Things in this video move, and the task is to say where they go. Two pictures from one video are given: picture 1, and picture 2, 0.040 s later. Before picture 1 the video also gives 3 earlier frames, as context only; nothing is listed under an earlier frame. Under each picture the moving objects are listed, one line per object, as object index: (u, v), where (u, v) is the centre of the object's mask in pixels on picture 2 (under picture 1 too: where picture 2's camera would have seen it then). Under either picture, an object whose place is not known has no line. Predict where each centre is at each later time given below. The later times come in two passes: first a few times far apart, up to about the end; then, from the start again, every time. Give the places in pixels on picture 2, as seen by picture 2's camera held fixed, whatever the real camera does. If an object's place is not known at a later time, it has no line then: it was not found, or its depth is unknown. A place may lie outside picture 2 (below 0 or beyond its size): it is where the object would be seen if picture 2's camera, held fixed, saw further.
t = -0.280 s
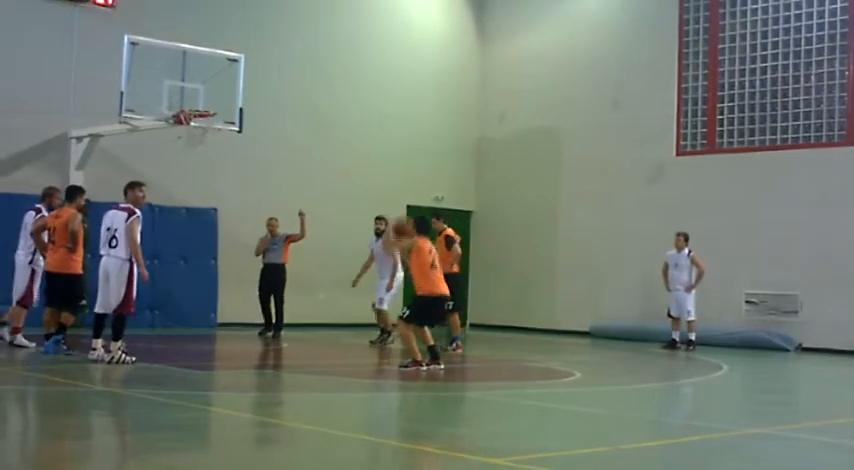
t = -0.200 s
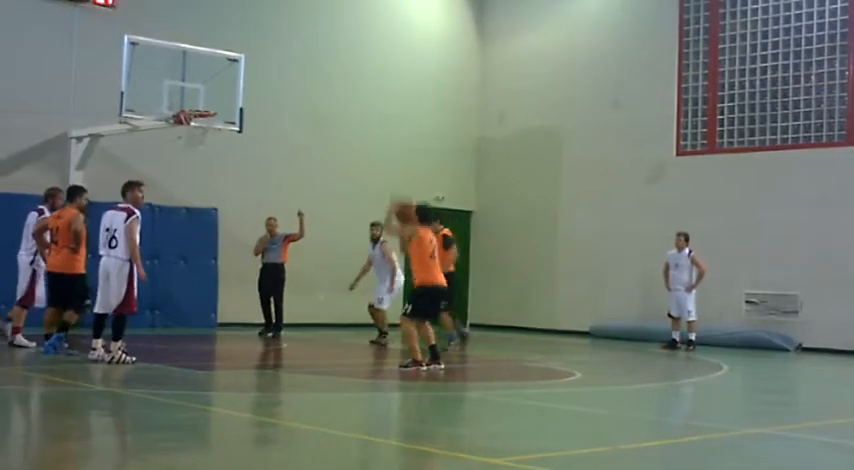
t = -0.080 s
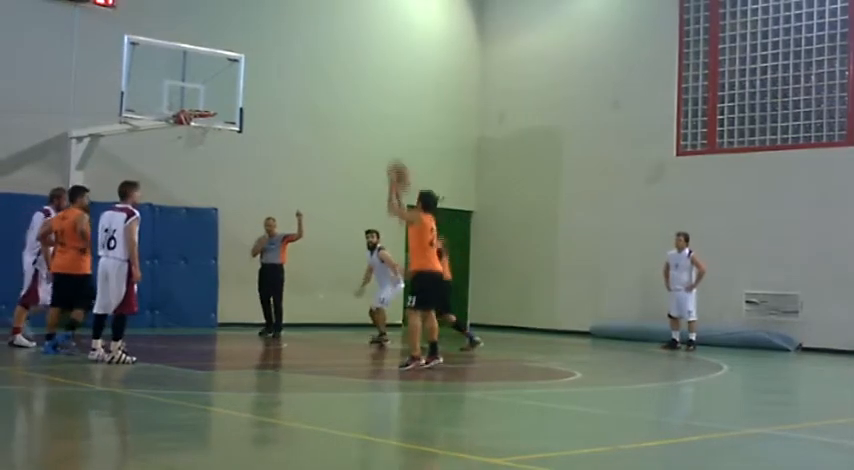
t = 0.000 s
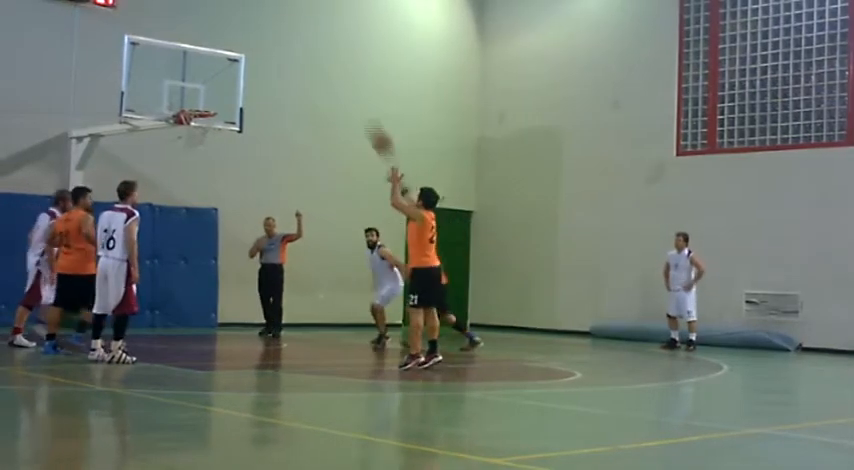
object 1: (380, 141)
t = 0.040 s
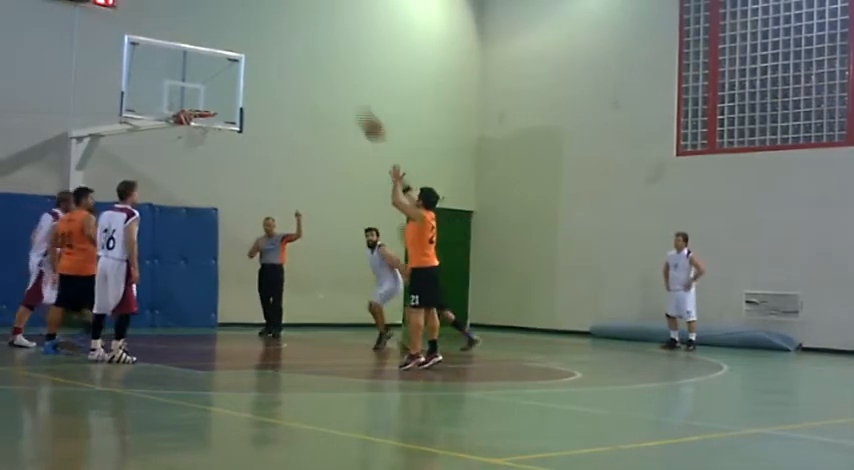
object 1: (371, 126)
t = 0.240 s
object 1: (325, 72)
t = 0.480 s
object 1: (273, 55)
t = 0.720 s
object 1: (223, 81)
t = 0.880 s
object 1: (194, 119)
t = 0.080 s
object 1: (362, 113)
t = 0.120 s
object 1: (352, 101)
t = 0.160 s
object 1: (344, 91)
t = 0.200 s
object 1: (334, 81)
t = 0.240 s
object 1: (325, 72)
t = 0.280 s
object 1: (316, 66)
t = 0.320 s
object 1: (307, 62)
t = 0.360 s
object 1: (299, 58)
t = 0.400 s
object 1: (290, 56)
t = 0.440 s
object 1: (281, 55)
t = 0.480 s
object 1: (273, 55)
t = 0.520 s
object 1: (264, 56)
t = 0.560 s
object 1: (256, 59)
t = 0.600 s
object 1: (249, 63)
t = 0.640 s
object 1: (240, 68)
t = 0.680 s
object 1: (231, 74)
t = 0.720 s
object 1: (223, 81)
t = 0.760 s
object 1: (216, 89)
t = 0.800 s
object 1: (208, 98)
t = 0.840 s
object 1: (200, 109)
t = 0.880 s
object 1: (194, 119)
